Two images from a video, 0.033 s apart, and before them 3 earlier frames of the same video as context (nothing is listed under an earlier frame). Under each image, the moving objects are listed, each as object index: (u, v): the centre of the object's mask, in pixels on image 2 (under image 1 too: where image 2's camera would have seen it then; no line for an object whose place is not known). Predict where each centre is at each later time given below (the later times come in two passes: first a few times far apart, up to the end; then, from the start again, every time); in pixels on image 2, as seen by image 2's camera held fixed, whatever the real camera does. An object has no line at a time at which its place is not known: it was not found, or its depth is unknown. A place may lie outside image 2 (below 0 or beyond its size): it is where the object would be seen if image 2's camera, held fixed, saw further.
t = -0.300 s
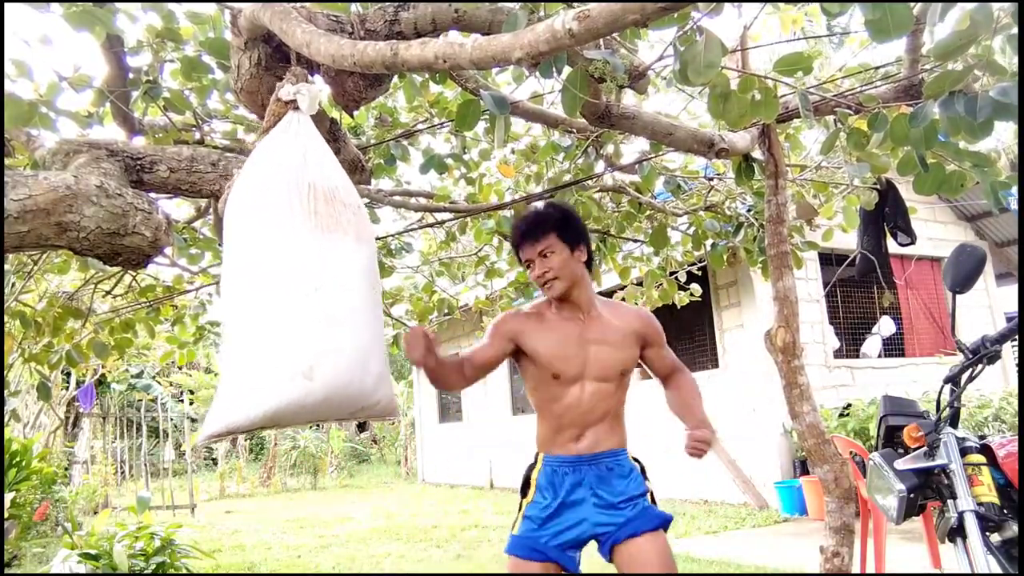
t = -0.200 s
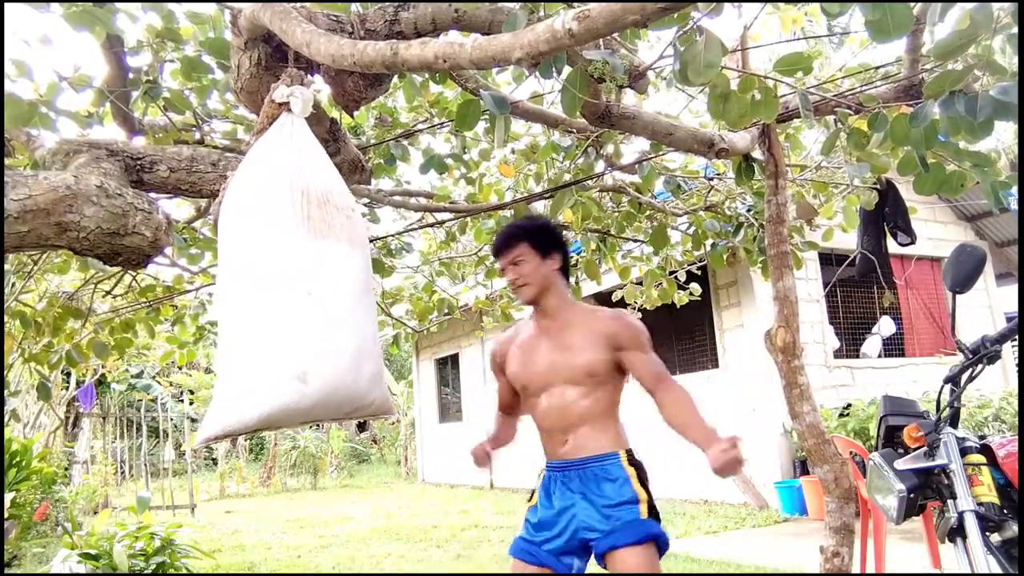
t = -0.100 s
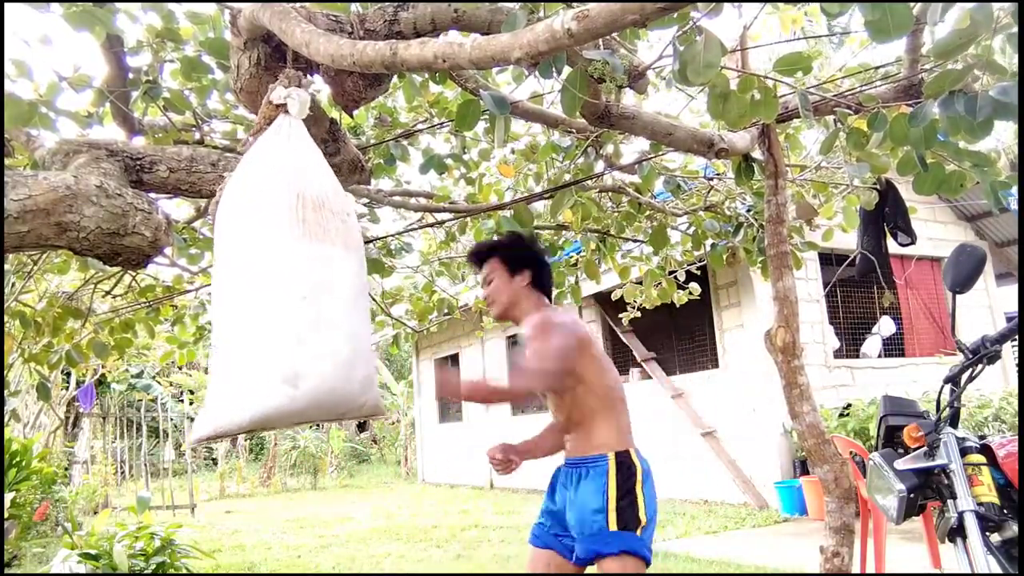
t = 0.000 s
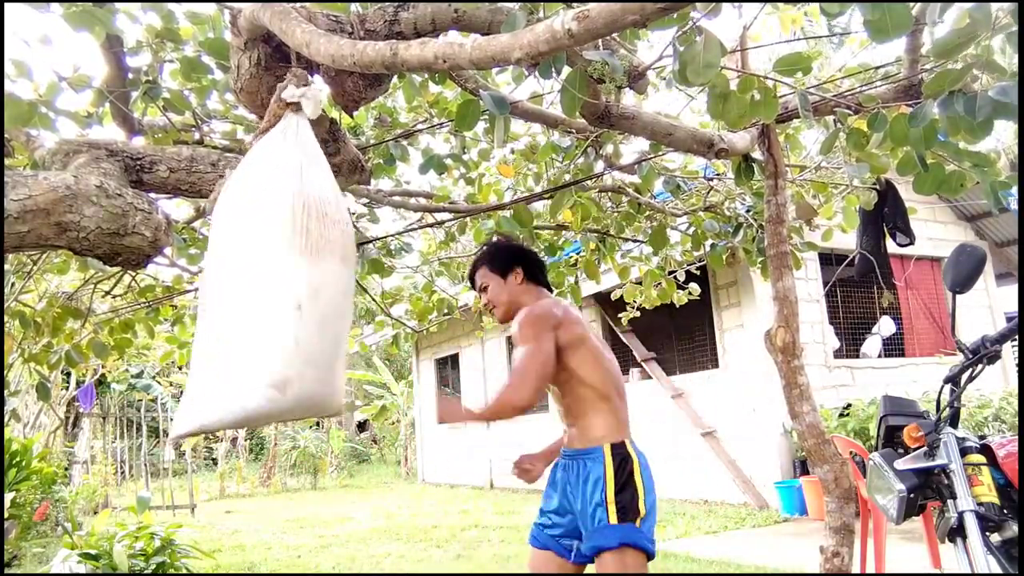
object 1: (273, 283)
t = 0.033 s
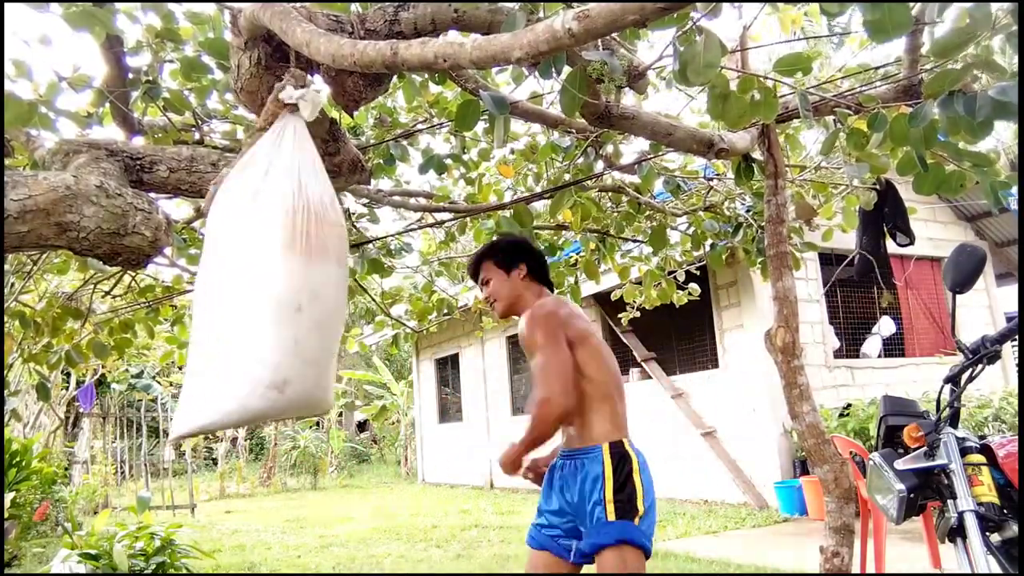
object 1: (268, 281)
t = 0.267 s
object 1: (250, 275)
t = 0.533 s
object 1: (266, 279)
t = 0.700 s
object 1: (290, 285)
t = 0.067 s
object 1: (263, 281)
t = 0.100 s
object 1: (259, 281)
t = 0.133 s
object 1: (255, 279)
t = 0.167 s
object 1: (253, 277)
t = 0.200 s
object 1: (251, 276)
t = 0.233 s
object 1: (251, 276)
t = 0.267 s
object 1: (250, 275)
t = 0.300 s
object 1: (250, 275)
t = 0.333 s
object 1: (250, 274)
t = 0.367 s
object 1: (250, 275)
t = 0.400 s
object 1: (252, 276)
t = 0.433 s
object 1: (254, 277)
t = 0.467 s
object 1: (258, 277)
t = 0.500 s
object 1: (262, 279)
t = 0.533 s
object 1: (266, 279)
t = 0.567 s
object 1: (270, 281)
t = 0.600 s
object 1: (275, 282)
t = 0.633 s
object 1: (280, 284)
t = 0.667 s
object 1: (285, 285)
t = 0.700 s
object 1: (290, 285)
